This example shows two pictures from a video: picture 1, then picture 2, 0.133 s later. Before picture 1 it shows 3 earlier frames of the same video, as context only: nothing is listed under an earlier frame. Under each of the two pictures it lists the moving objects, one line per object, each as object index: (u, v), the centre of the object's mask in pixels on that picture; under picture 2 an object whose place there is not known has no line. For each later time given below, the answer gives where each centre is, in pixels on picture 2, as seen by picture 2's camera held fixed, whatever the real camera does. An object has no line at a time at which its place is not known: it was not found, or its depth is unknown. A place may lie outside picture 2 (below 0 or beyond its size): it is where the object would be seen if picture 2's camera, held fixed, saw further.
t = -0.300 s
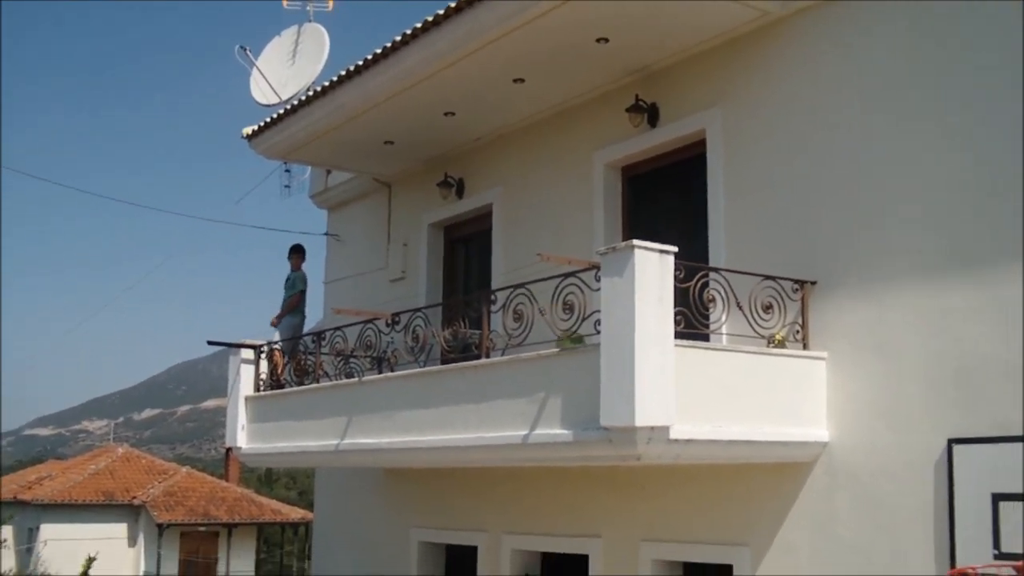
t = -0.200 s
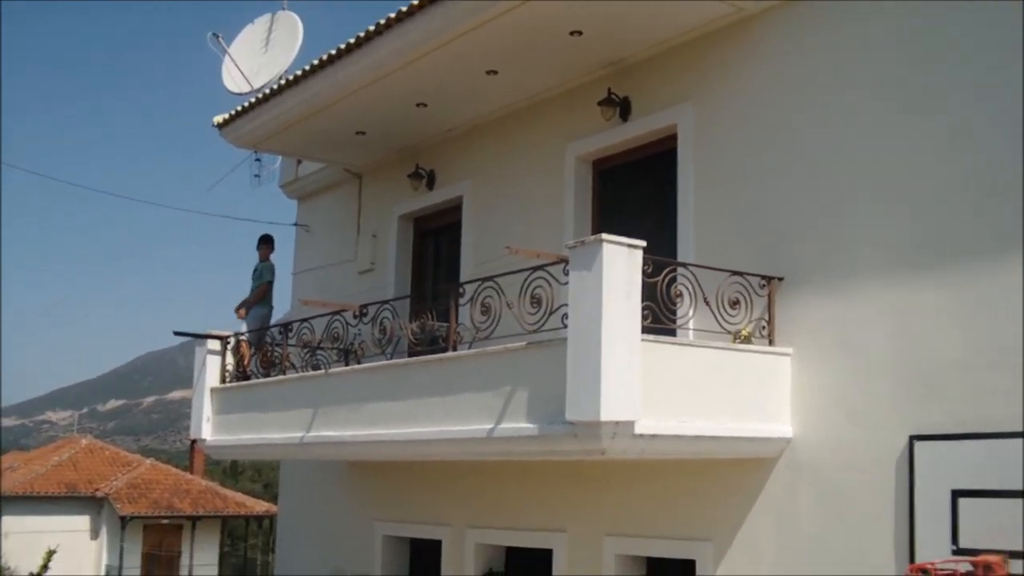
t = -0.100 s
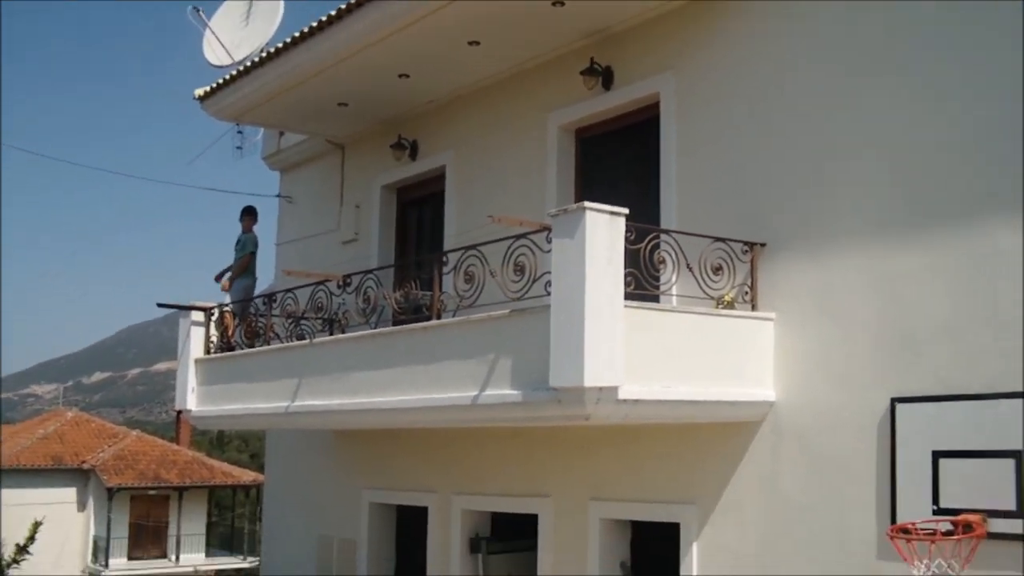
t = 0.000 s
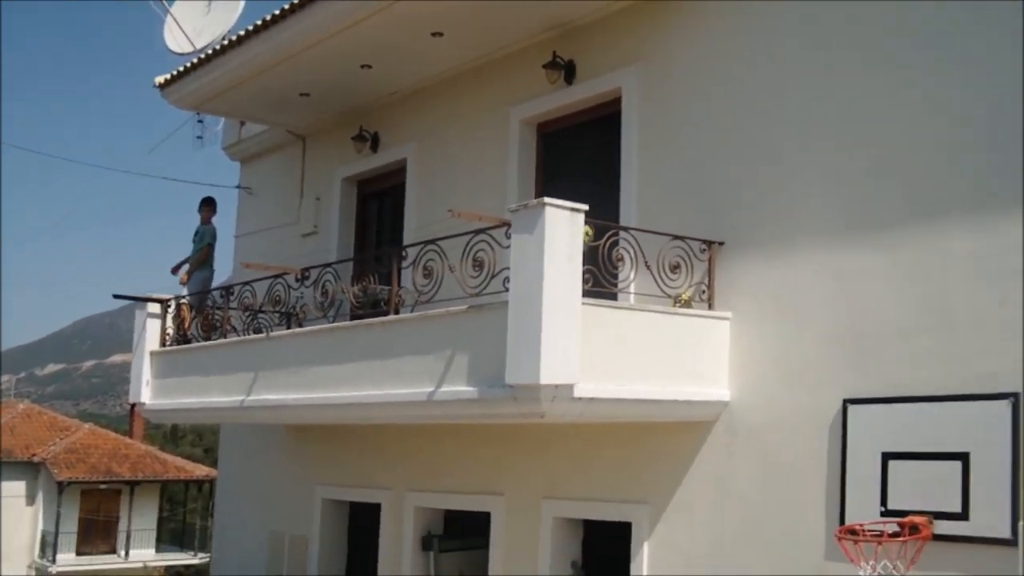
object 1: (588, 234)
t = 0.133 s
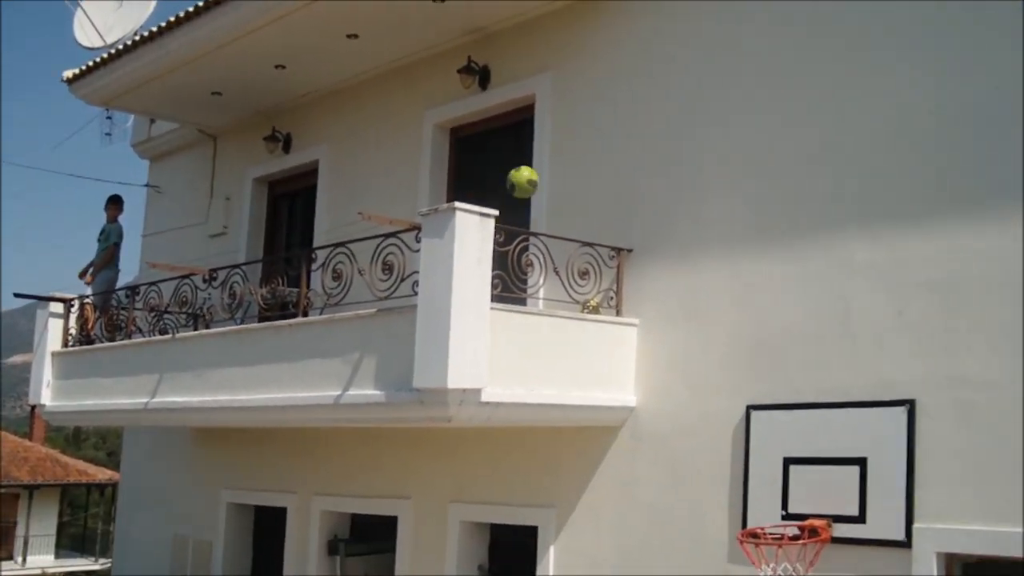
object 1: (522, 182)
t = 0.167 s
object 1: (532, 170)
